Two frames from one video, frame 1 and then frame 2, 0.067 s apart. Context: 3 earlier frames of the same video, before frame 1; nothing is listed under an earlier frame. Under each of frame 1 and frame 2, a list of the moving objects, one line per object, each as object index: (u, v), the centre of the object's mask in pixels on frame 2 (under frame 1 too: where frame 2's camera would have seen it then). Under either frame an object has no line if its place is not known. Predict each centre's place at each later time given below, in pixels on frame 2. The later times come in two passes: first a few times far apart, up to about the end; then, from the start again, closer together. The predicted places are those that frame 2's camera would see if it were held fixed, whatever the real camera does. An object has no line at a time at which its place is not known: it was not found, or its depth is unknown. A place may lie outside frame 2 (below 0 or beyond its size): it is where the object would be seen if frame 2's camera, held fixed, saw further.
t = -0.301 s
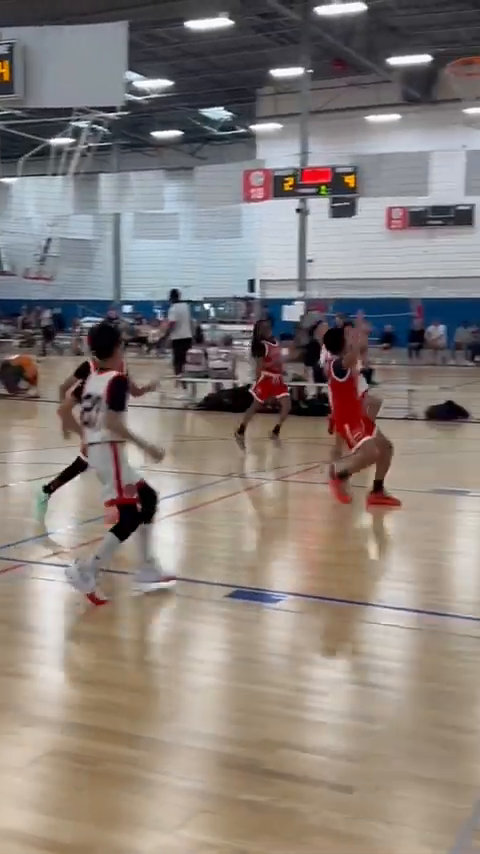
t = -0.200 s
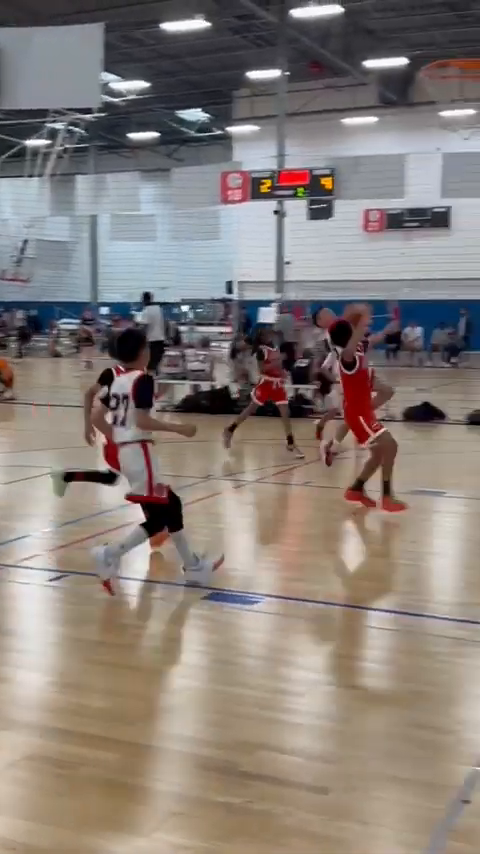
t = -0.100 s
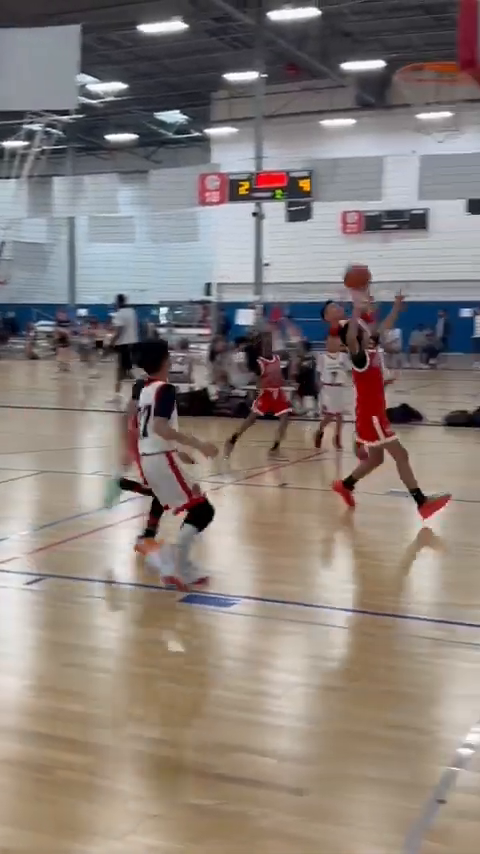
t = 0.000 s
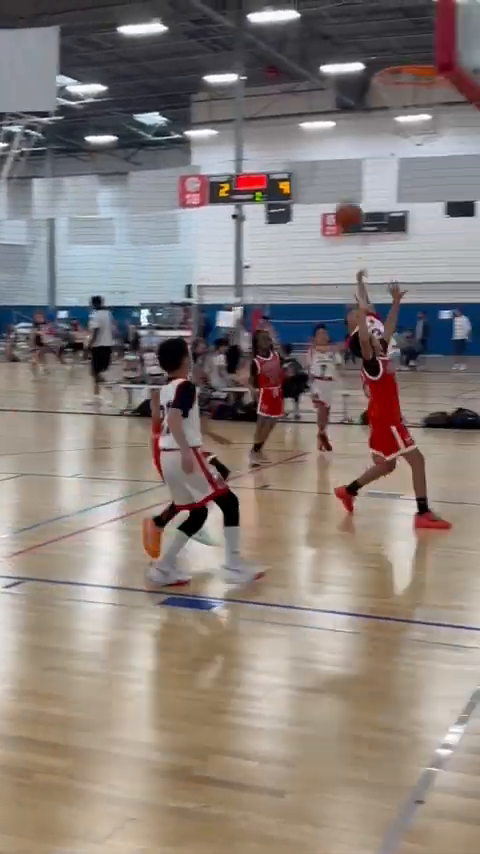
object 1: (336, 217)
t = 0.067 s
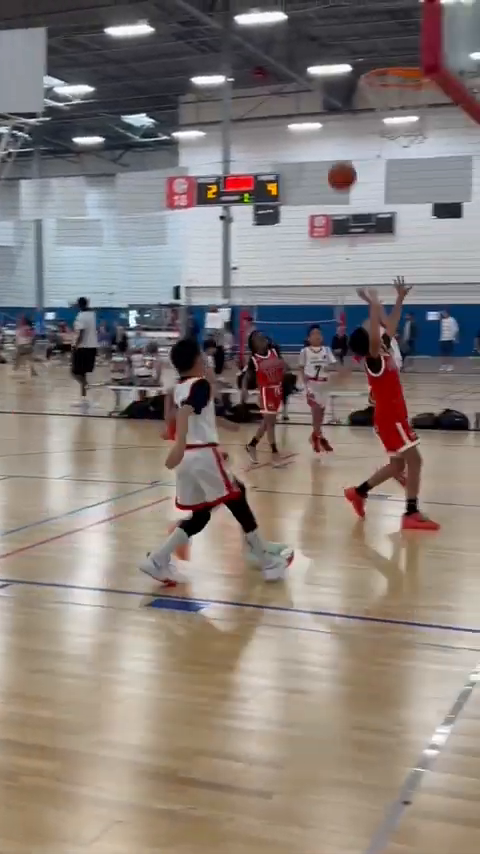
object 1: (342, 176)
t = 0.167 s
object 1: (351, 124)
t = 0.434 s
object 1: (380, 37)
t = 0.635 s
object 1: (402, 36)
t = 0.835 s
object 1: (404, 80)
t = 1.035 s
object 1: (367, 95)
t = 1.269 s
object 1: (386, 121)
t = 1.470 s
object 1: (411, 171)
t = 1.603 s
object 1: (426, 234)
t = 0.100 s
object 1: (345, 157)
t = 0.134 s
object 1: (348, 140)
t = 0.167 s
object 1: (351, 124)
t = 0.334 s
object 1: (368, 58)
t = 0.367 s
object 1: (370, 51)
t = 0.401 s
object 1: (376, 43)
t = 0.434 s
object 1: (380, 37)
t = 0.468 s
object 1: (384, 34)
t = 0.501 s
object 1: (387, 31)
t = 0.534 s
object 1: (392, 29)
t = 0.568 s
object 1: (396, 29)
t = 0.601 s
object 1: (399, 31)
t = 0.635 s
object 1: (402, 36)
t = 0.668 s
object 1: (405, 40)
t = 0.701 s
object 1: (406, 48)
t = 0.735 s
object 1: (407, 53)
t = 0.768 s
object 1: (411, 59)
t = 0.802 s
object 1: (408, 61)
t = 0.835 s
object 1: (404, 80)
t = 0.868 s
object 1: (394, 90)
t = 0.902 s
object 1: (385, 93)
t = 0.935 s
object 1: (377, 95)
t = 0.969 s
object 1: (371, 96)
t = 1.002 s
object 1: (369, 96)
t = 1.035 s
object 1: (367, 95)
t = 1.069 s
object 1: (368, 97)
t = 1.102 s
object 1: (370, 101)
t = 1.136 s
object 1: (372, 103)
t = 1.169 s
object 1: (375, 108)
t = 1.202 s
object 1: (379, 111)
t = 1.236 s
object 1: (382, 115)
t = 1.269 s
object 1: (386, 121)
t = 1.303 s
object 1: (391, 126)
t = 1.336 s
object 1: (395, 135)
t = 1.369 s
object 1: (399, 141)
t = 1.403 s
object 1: (403, 151)
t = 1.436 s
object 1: (408, 160)
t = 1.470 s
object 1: (411, 171)
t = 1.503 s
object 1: (415, 185)
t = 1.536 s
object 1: (419, 200)
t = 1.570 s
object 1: (423, 216)
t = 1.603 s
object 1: (426, 234)
